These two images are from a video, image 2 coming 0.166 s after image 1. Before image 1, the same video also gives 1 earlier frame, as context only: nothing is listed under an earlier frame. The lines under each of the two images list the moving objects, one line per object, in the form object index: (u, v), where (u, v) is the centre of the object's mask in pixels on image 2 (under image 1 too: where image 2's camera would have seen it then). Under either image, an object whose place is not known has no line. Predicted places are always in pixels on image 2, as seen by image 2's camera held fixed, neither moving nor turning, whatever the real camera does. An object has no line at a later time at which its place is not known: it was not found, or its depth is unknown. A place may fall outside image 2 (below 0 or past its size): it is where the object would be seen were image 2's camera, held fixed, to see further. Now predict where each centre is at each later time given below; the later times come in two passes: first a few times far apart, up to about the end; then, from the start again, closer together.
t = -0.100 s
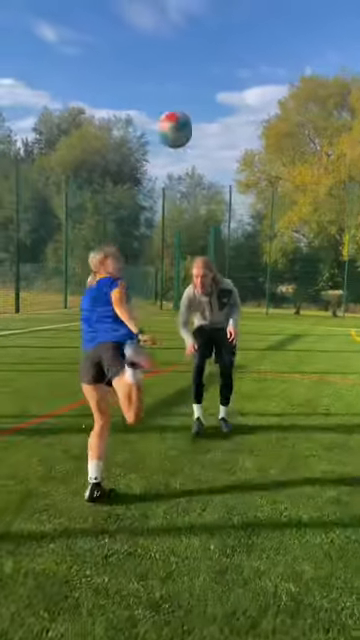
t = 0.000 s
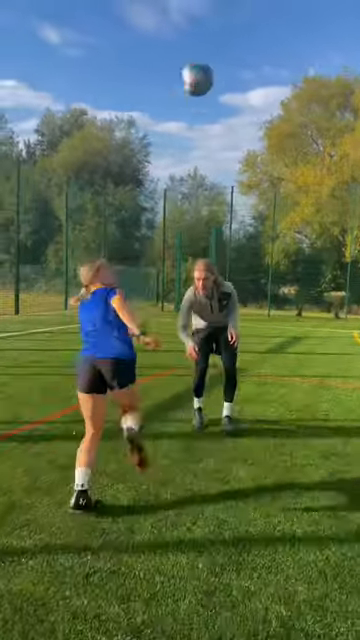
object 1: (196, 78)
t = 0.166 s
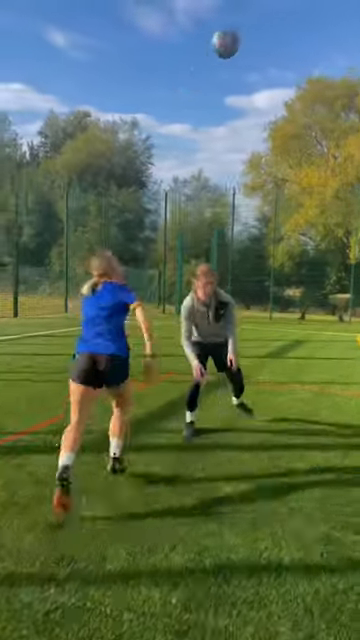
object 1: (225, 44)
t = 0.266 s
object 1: (240, 43)
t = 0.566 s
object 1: (271, 101)
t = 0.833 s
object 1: (279, 187)
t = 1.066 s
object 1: (286, 288)
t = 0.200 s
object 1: (230, 42)
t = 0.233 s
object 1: (235, 42)
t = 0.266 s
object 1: (240, 43)
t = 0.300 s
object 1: (244, 46)
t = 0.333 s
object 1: (248, 50)
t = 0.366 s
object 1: (252, 56)
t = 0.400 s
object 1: (256, 60)
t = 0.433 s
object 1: (260, 68)
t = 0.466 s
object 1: (264, 75)
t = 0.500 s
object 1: (267, 84)
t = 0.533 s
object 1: (270, 93)
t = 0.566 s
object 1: (271, 101)
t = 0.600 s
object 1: (271, 107)
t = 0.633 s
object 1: (272, 117)
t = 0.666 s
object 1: (273, 126)
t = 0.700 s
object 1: (274, 138)
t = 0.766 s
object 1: (276, 160)
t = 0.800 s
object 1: (277, 175)
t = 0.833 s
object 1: (279, 187)
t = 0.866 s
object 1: (280, 200)
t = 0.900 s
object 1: (277, 214)
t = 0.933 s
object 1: (280, 228)
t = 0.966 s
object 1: (283, 243)
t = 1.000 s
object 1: (282, 258)
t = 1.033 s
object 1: (284, 273)
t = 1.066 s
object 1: (286, 288)
